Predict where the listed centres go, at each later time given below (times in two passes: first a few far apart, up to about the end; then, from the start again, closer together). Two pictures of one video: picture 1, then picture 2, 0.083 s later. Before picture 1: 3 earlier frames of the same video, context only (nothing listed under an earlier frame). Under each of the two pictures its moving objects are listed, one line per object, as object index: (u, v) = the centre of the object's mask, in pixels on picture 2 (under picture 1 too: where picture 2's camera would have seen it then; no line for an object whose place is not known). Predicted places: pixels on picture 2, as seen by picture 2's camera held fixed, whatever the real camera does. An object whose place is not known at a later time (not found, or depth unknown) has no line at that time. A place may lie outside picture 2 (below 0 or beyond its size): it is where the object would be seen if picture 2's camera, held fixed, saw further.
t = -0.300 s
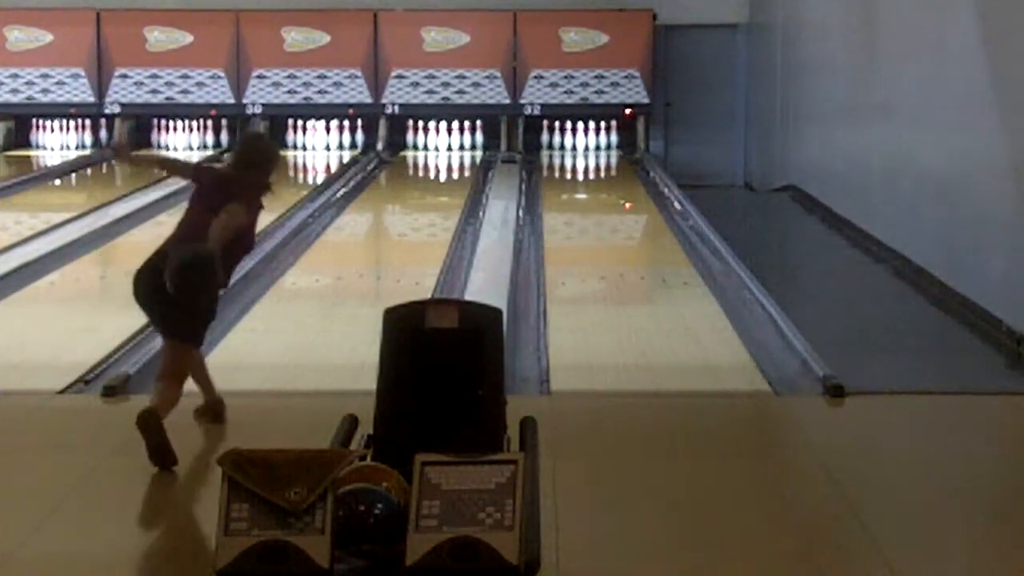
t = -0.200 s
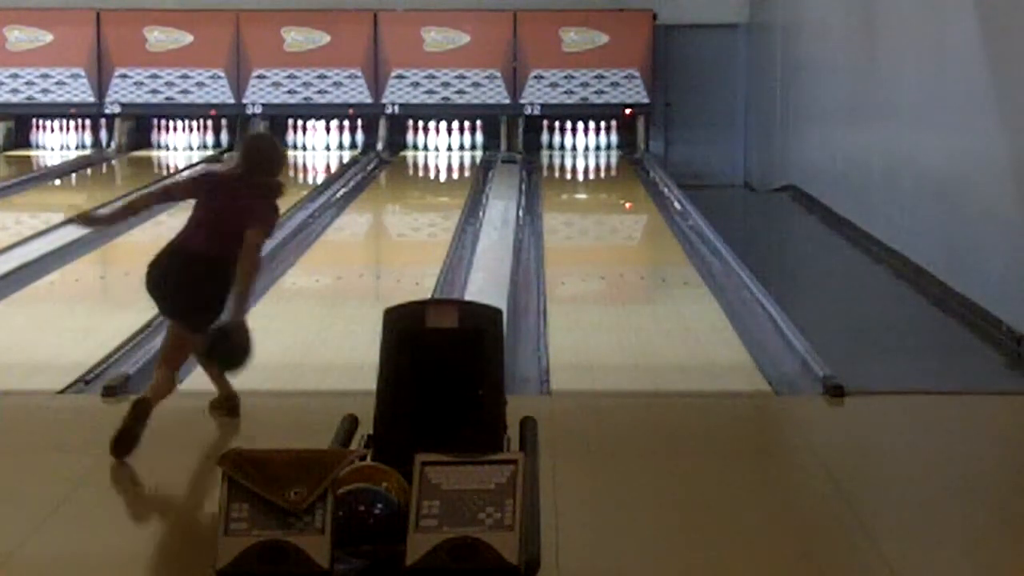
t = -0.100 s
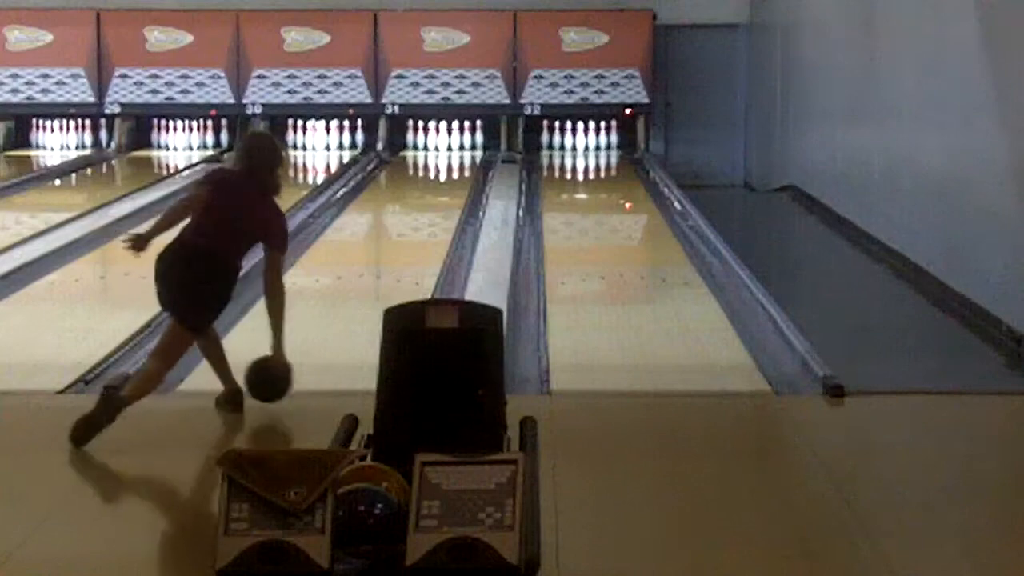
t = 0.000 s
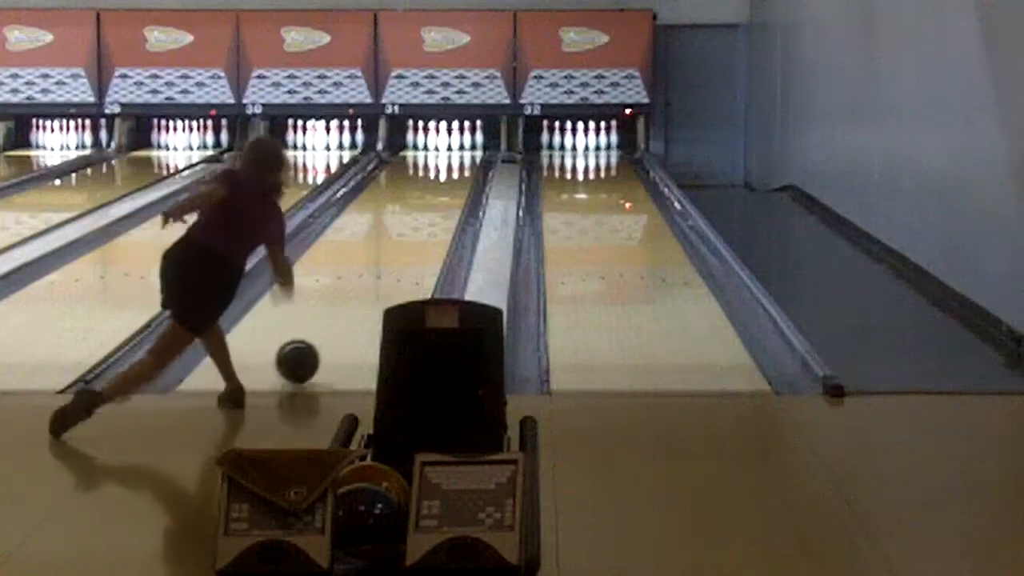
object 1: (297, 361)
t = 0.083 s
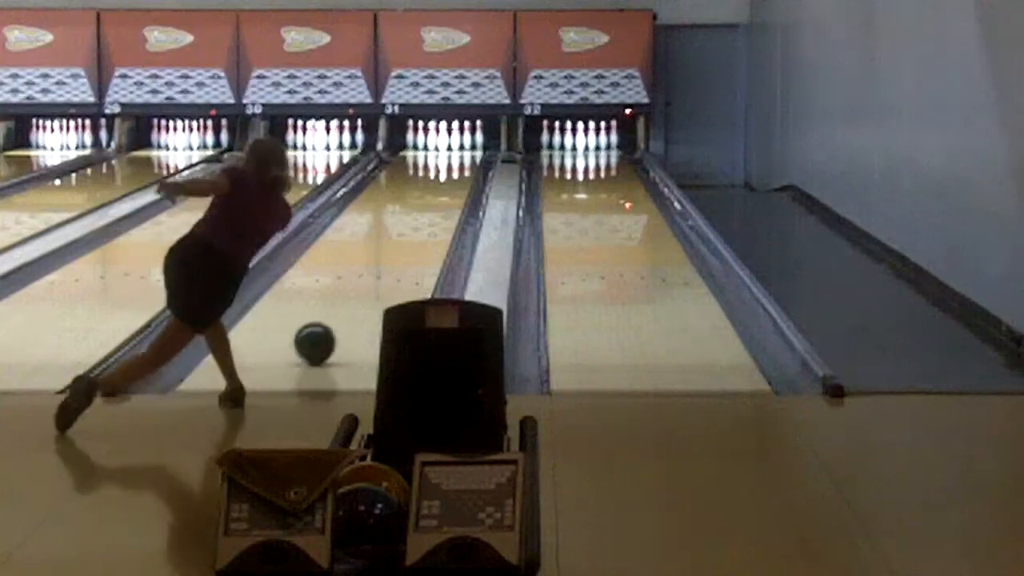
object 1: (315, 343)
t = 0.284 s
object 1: (348, 302)
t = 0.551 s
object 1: (380, 261)
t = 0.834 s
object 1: (405, 230)
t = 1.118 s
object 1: (422, 205)
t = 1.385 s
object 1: (435, 187)
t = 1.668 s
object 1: (443, 172)
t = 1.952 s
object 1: (449, 158)
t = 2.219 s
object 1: (452, 150)
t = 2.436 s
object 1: (454, 143)
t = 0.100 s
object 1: (318, 339)
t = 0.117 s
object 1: (321, 336)
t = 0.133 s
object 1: (324, 332)
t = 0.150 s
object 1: (327, 328)
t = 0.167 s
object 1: (330, 325)
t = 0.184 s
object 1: (333, 322)
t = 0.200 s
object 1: (335, 318)
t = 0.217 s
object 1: (338, 315)
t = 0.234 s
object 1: (340, 311)
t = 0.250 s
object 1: (343, 308)
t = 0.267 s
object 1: (346, 305)
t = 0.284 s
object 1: (348, 302)
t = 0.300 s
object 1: (350, 299)
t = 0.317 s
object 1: (353, 296)
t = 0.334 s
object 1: (355, 293)
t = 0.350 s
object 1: (357, 290)
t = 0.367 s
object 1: (359, 288)
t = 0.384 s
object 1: (361, 285)
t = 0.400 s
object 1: (363, 282)
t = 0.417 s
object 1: (365, 280)
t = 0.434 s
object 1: (367, 277)
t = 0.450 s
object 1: (369, 275)
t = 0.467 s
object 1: (371, 272)
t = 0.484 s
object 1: (373, 270)
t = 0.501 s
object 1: (375, 268)
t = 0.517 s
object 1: (377, 265)
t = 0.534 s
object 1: (379, 263)
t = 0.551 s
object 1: (380, 261)
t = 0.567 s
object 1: (382, 259)
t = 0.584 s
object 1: (384, 257)
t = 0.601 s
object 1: (385, 255)
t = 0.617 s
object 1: (387, 253)
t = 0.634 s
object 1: (388, 252)
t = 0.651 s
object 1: (390, 250)
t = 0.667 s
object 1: (391, 248)
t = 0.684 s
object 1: (393, 246)
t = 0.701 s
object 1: (394, 244)
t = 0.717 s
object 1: (395, 242)
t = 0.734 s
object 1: (397, 241)
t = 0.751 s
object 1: (398, 239)
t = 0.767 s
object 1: (400, 237)
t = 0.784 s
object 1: (401, 235)
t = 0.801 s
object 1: (402, 233)
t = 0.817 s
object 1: (404, 232)
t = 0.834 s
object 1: (405, 230)
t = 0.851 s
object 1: (406, 228)
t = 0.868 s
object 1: (407, 227)
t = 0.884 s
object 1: (408, 225)
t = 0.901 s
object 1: (409, 223)
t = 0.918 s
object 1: (410, 222)
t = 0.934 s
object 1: (411, 220)
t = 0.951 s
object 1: (412, 219)
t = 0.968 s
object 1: (414, 217)
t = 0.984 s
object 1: (415, 216)
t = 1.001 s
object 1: (415, 214)
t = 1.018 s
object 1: (416, 214)
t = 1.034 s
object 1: (417, 211)
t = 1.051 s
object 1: (418, 211)
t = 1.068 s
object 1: (419, 209)
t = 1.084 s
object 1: (420, 208)
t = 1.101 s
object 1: (421, 206)
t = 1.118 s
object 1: (422, 205)
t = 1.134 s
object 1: (423, 204)
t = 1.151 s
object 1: (424, 202)
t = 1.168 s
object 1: (424, 201)
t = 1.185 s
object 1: (426, 201)
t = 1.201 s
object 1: (427, 199)
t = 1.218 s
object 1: (427, 198)
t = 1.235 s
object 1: (428, 197)
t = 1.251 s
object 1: (428, 196)
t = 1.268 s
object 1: (429, 194)
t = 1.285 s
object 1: (430, 194)
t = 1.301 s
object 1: (431, 192)
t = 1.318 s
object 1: (432, 191)
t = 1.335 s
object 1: (432, 191)
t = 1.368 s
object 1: (434, 189)
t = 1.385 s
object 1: (435, 187)
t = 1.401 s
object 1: (435, 186)
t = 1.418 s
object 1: (436, 185)
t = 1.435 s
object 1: (436, 185)
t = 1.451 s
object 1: (437, 184)
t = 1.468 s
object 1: (438, 183)
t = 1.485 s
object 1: (438, 181)
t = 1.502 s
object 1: (439, 180)
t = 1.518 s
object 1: (440, 180)
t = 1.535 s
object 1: (440, 179)
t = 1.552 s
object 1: (441, 178)
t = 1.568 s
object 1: (441, 177)
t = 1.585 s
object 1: (441, 176)
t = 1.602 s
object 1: (442, 175)
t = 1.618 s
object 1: (442, 175)
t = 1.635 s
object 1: (442, 174)
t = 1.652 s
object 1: (442, 174)
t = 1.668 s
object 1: (443, 172)
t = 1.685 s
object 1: (444, 171)
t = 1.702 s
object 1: (444, 170)
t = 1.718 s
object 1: (445, 170)
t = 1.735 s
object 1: (444, 169)
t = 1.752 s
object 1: (445, 168)
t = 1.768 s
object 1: (445, 168)
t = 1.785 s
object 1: (445, 167)
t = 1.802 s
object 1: (445, 166)
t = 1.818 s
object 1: (445, 166)
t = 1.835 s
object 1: (445, 165)
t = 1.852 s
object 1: (446, 165)
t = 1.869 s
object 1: (446, 163)
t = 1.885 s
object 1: (447, 162)
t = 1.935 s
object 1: (448, 159)
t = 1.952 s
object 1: (449, 158)
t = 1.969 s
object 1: (449, 158)
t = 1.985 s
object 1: (449, 157)
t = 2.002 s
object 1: (450, 156)
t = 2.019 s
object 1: (450, 156)
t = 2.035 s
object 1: (449, 156)
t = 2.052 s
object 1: (450, 155)
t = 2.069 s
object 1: (450, 155)
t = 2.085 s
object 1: (451, 154)
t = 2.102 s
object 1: (450, 153)
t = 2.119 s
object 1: (451, 153)
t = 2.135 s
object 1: (451, 153)
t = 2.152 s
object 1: (451, 152)
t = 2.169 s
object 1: (451, 151)
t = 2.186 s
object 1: (451, 150)
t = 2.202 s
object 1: (451, 150)
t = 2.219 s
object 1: (452, 150)
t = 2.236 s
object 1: (452, 149)
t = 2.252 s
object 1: (452, 148)
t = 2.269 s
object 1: (452, 148)
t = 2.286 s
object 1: (452, 148)
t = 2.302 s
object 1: (452, 148)
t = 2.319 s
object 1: (452, 147)
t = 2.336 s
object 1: (452, 146)
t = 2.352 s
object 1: (452, 146)
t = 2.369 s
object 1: (452, 145)
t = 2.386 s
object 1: (451, 144)
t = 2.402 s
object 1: (451, 144)
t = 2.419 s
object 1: (453, 143)
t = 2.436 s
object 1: (454, 143)
